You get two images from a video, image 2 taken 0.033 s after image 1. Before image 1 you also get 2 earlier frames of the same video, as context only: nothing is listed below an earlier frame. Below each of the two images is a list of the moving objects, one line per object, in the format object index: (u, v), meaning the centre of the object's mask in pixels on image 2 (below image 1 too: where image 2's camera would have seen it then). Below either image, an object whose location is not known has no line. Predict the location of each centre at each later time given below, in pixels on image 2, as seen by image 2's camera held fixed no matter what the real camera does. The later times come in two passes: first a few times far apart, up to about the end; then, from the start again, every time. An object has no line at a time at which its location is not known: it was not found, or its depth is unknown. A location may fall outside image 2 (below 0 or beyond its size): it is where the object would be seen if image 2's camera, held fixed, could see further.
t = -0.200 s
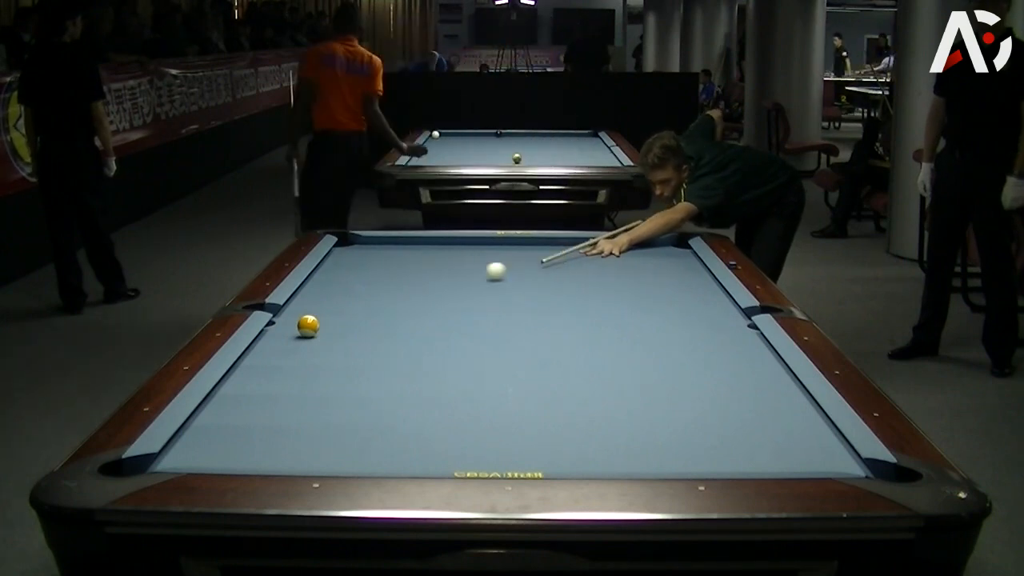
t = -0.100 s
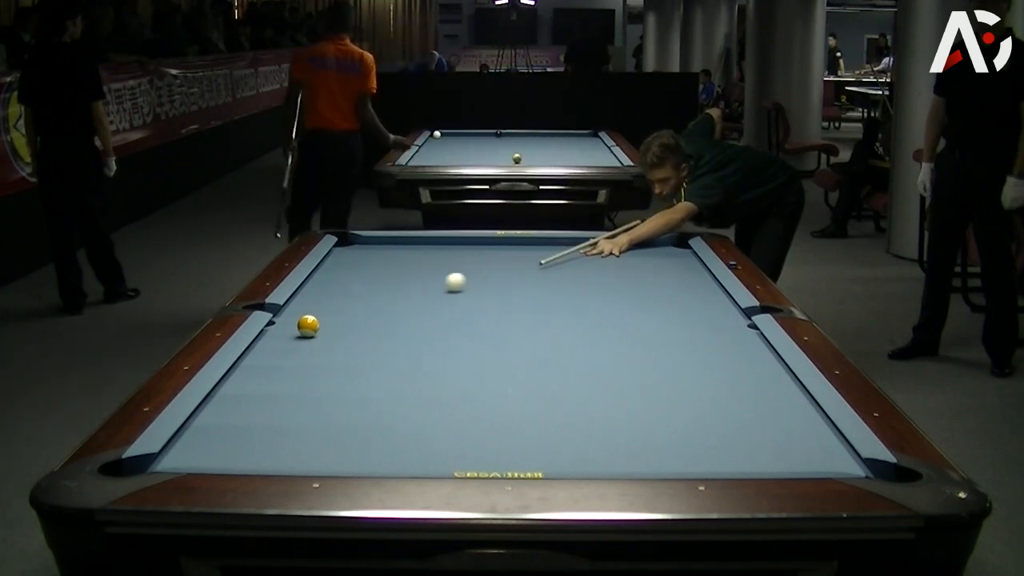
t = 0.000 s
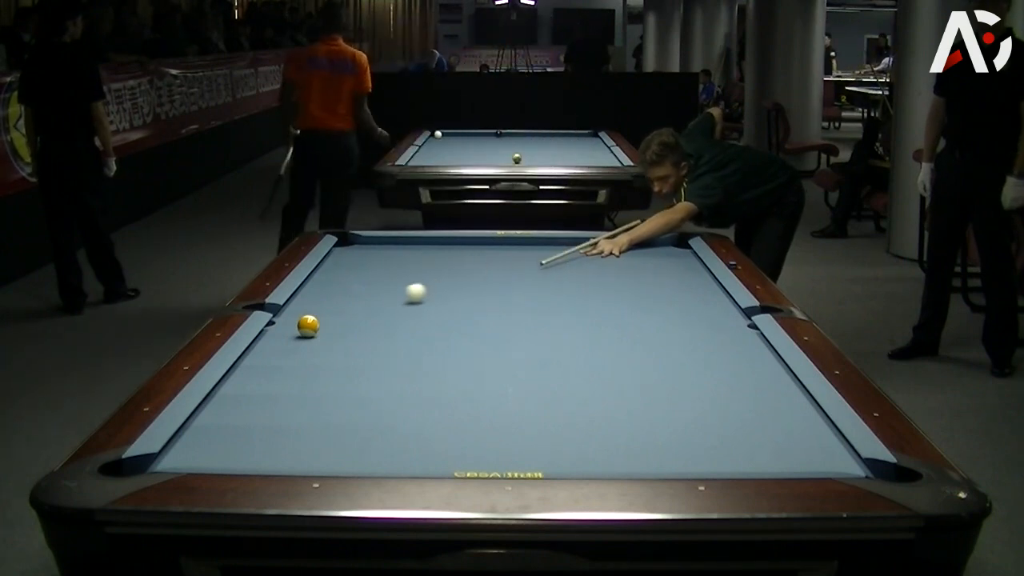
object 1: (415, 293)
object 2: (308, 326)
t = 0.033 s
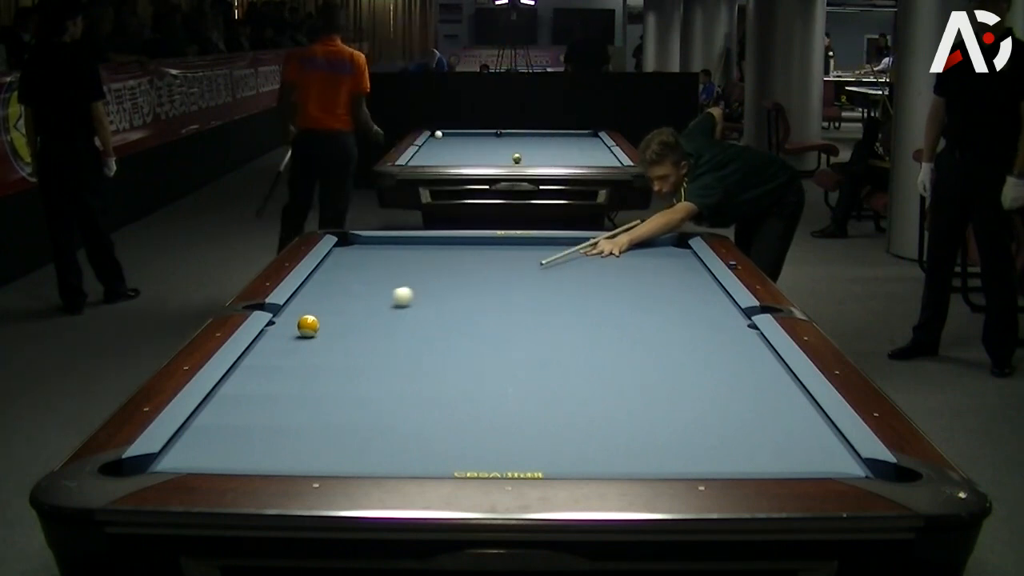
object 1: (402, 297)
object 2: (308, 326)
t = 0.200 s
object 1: (338, 314)
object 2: (308, 326)
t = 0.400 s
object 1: (284, 322)
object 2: (291, 342)
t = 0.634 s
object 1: (321, 327)
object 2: (267, 365)
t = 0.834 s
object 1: (349, 332)
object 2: (245, 387)
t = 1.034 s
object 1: (376, 336)
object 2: (220, 411)
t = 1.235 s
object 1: (404, 340)
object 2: (193, 437)
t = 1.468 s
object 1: (437, 345)
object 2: (155, 464)
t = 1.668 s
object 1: (464, 349)
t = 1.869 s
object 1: (490, 353)
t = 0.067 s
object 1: (389, 300)
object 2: (308, 326)
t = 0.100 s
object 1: (377, 304)
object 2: (308, 326)
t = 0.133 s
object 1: (364, 307)
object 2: (308, 326)
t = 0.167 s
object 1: (351, 311)
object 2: (308, 326)
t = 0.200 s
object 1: (338, 314)
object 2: (308, 326)
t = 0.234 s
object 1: (326, 317)
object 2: (308, 326)
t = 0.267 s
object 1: (314, 316)
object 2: (307, 327)
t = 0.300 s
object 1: (301, 317)
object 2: (303, 330)
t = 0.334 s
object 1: (290, 320)
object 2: (299, 334)
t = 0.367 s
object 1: (281, 322)
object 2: (295, 338)
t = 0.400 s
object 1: (284, 322)
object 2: (291, 342)
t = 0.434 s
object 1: (291, 323)
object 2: (288, 345)
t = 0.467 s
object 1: (297, 324)
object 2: (284, 349)
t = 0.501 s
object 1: (302, 324)
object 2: (281, 352)
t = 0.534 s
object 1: (307, 325)
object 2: (277, 356)
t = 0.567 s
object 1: (312, 326)
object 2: (274, 359)
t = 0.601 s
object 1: (316, 327)
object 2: (270, 362)
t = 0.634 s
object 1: (321, 327)
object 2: (267, 365)
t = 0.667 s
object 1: (326, 328)
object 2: (263, 369)
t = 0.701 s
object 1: (330, 329)
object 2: (260, 372)
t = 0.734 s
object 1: (335, 329)
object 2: (256, 376)
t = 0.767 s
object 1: (339, 330)
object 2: (252, 380)
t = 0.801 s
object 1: (344, 331)
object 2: (248, 383)
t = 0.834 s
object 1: (349, 332)
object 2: (245, 387)
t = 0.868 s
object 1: (353, 332)
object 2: (241, 391)
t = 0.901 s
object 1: (358, 333)
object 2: (237, 394)
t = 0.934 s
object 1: (363, 334)
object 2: (233, 398)
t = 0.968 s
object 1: (367, 334)
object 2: (229, 403)
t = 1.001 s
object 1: (372, 335)
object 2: (224, 407)
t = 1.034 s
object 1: (376, 336)
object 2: (220, 411)
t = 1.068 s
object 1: (381, 337)
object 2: (216, 415)
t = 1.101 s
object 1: (386, 338)
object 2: (212, 419)
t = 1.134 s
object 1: (390, 338)
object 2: (206, 424)
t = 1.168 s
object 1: (395, 339)
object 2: (202, 428)
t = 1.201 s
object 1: (399, 339)
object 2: (197, 432)
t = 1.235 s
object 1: (404, 340)
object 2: (193, 437)
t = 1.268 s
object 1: (409, 341)
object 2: (188, 441)
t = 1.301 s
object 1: (414, 341)
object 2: (183, 446)
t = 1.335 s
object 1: (418, 342)
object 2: (178, 450)
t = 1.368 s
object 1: (423, 343)
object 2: (173, 454)
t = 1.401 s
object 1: (427, 343)
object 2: (168, 457)
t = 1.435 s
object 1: (432, 344)
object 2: (162, 460)
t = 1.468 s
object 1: (437, 345)
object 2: (155, 464)
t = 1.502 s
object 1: (441, 345)
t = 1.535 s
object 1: (446, 346)
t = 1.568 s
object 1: (450, 347)
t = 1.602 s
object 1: (454, 347)
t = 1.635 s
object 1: (459, 348)
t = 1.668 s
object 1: (464, 349)
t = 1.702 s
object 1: (468, 349)
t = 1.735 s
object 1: (472, 350)
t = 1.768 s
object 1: (477, 351)
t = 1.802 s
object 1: (481, 351)
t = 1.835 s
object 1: (486, 352)
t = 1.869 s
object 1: (490, 353)
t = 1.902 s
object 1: (495, 353)
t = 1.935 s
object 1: (499, 354)
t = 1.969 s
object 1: (504, 354)
